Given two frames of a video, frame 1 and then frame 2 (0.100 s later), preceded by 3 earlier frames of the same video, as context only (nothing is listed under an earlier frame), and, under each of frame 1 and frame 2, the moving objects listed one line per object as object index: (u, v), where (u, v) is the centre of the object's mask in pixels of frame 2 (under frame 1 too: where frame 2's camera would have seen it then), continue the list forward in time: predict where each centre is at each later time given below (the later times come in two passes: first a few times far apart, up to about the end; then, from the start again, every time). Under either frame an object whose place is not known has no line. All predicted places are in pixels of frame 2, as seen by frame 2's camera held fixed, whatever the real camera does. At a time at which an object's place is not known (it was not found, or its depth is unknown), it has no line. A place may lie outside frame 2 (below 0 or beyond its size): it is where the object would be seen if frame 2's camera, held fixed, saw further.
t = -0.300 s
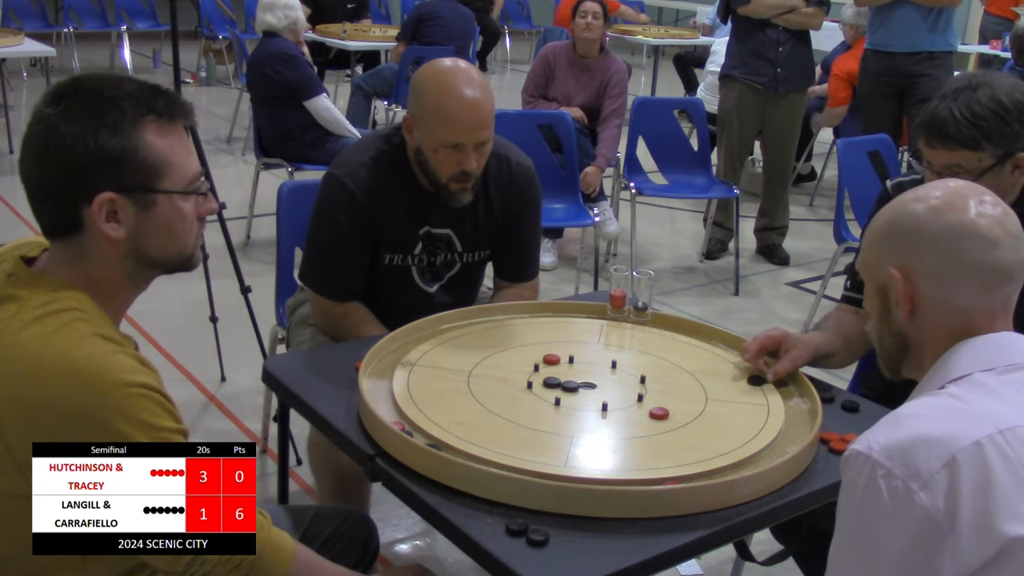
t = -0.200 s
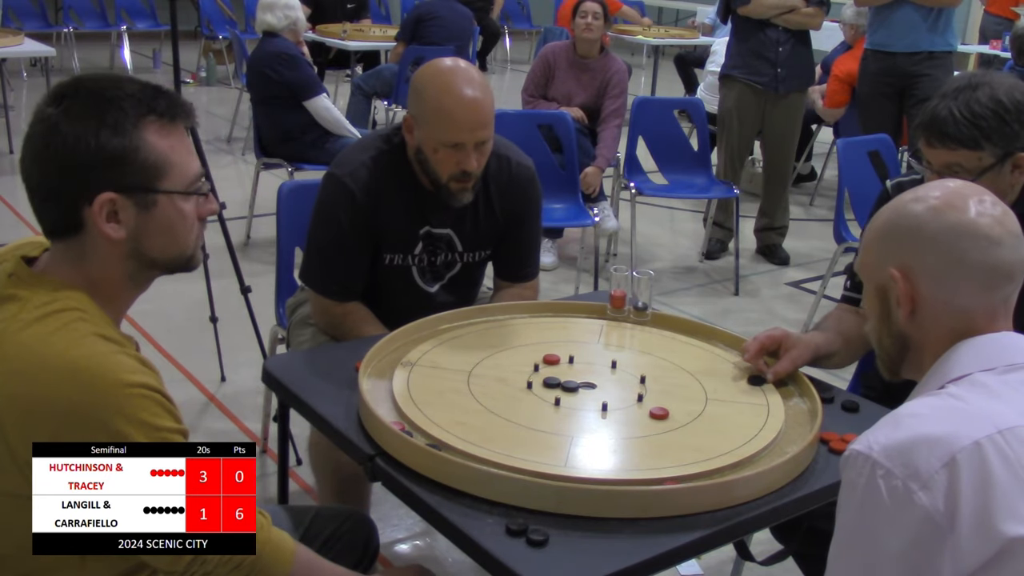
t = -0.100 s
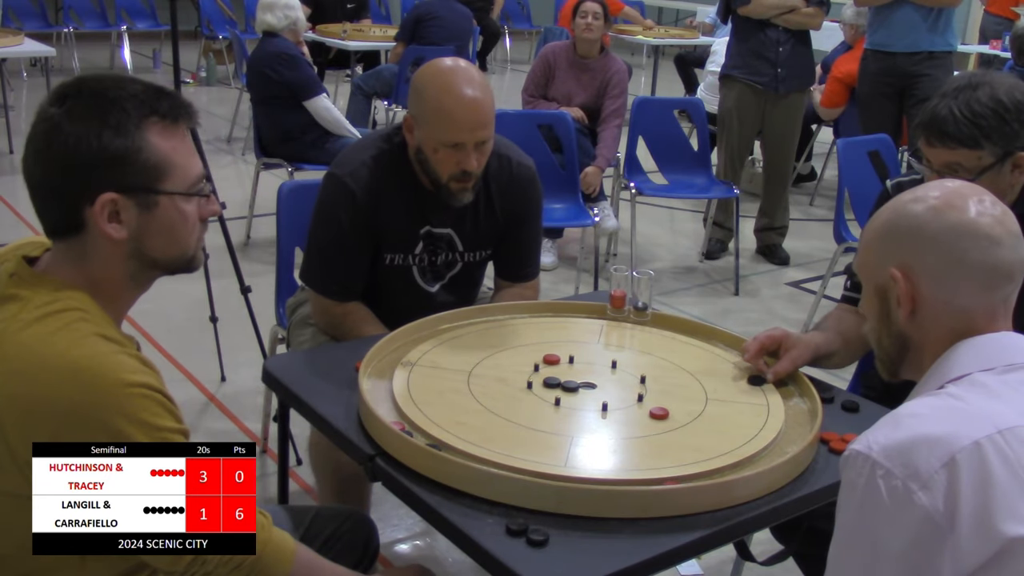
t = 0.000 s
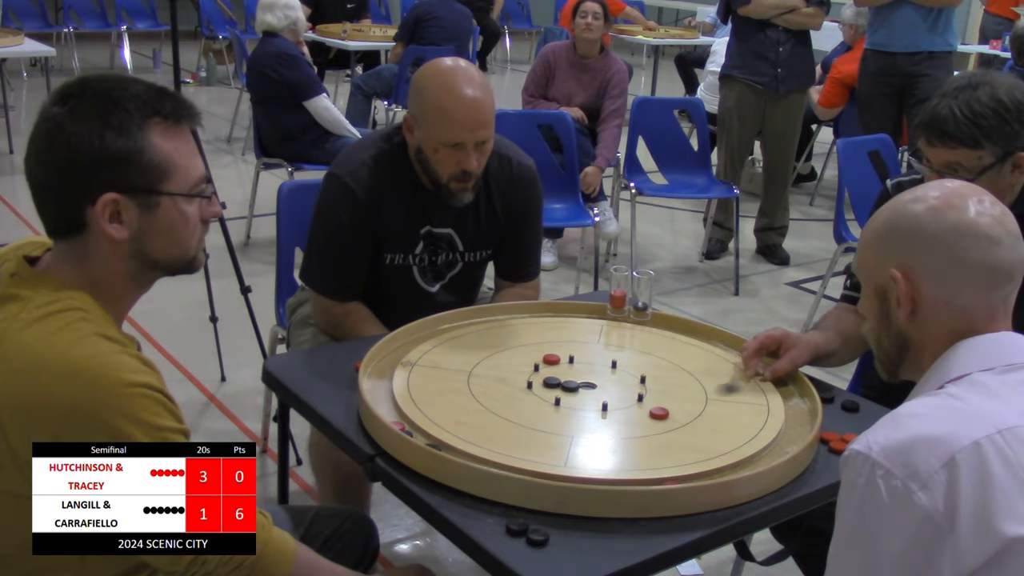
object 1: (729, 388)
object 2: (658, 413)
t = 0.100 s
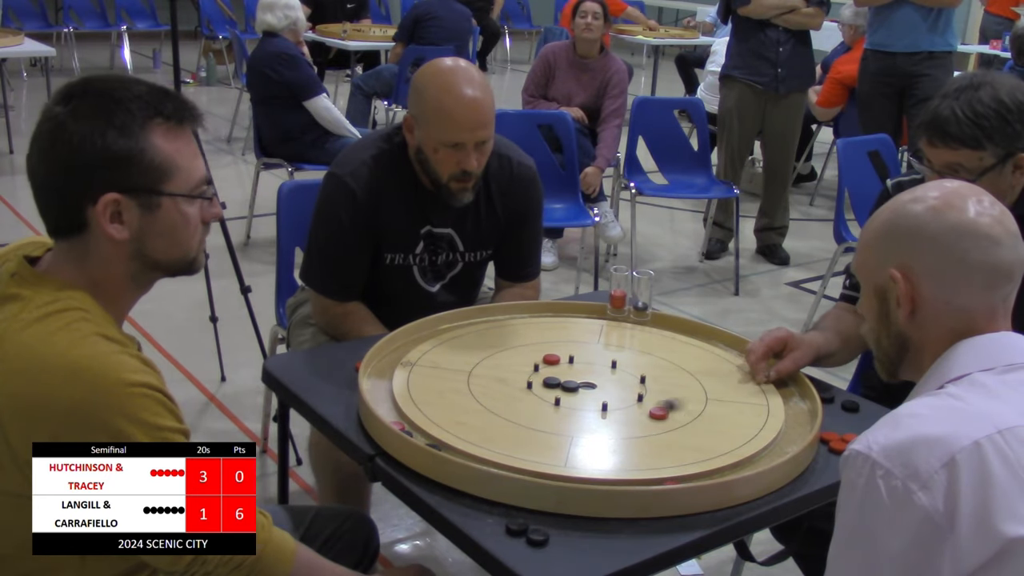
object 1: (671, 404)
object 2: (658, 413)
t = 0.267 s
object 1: (642, 408)
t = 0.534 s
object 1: (639, 412)
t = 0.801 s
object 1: (639, 411)
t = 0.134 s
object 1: (657, 405)
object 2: (650, 420)
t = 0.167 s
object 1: (647, 403)
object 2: (640, 428)
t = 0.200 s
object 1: (644, 405)
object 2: (629, 436)
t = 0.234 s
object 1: (643, 406)
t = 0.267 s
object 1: (642, 408)
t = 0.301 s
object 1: (641, 409)
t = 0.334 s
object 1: (640, 410)
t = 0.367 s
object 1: (639, 411)
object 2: (578, 473)
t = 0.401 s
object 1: (639, 411)
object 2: (568, 478)
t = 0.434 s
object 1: (639, 412)
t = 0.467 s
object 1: (639, 412)
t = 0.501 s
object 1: (639, 412)
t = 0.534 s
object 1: (639, 412)
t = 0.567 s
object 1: (639, 412)
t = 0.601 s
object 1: (639, 412)
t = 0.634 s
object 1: (639, 412)
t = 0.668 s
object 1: (639, 412)
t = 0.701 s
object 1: (639, 412)
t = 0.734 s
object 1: (639, 411)
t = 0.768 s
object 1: (639, 411)
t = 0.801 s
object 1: (639, 411)
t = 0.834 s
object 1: (639, 411)
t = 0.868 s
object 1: (639, 411)
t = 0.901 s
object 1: (639, 412)
